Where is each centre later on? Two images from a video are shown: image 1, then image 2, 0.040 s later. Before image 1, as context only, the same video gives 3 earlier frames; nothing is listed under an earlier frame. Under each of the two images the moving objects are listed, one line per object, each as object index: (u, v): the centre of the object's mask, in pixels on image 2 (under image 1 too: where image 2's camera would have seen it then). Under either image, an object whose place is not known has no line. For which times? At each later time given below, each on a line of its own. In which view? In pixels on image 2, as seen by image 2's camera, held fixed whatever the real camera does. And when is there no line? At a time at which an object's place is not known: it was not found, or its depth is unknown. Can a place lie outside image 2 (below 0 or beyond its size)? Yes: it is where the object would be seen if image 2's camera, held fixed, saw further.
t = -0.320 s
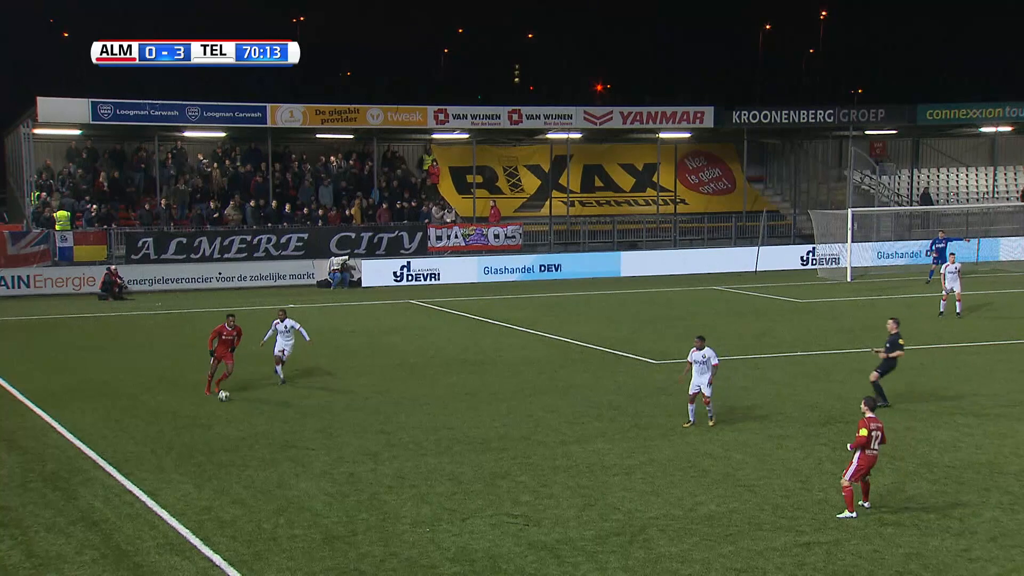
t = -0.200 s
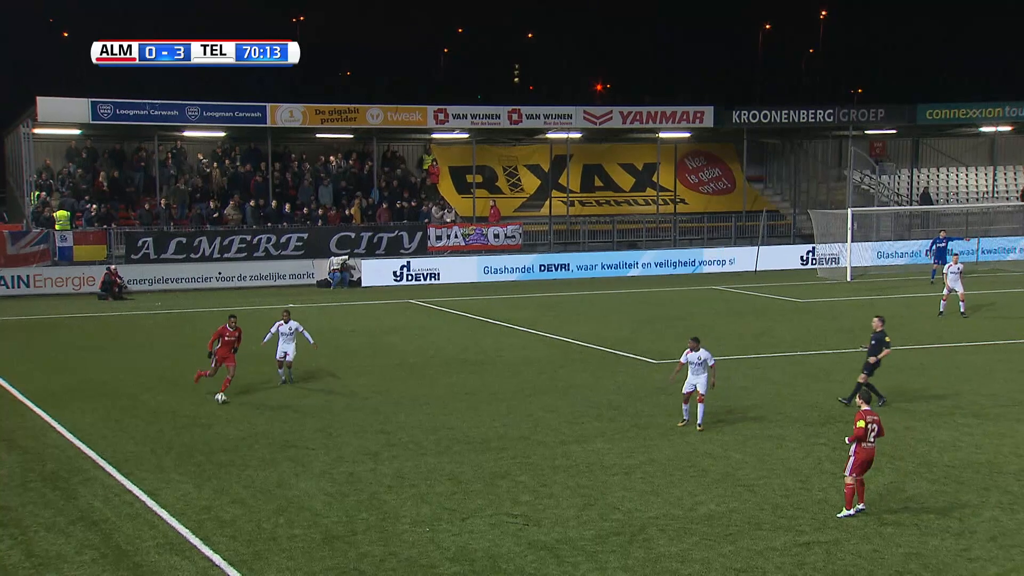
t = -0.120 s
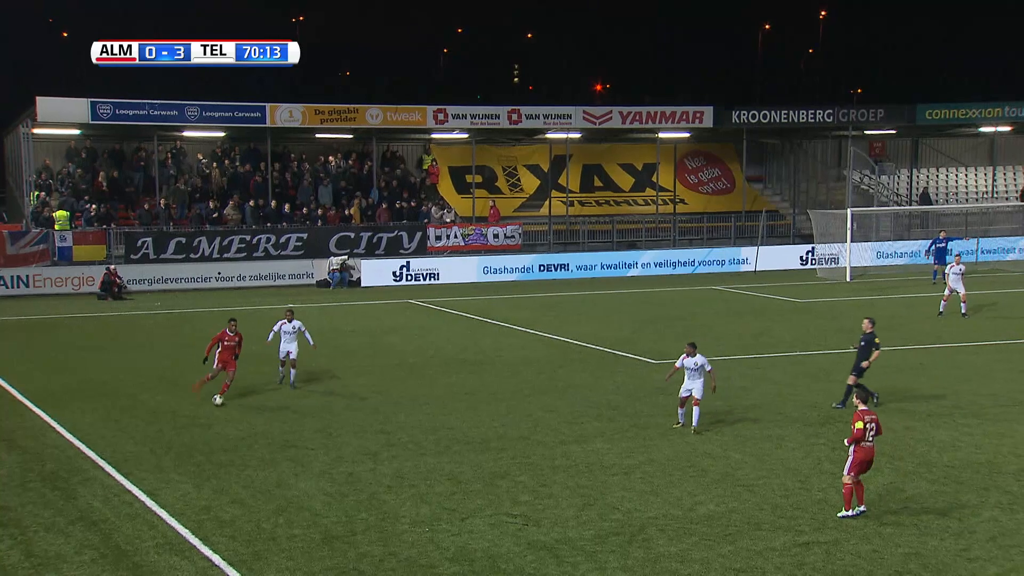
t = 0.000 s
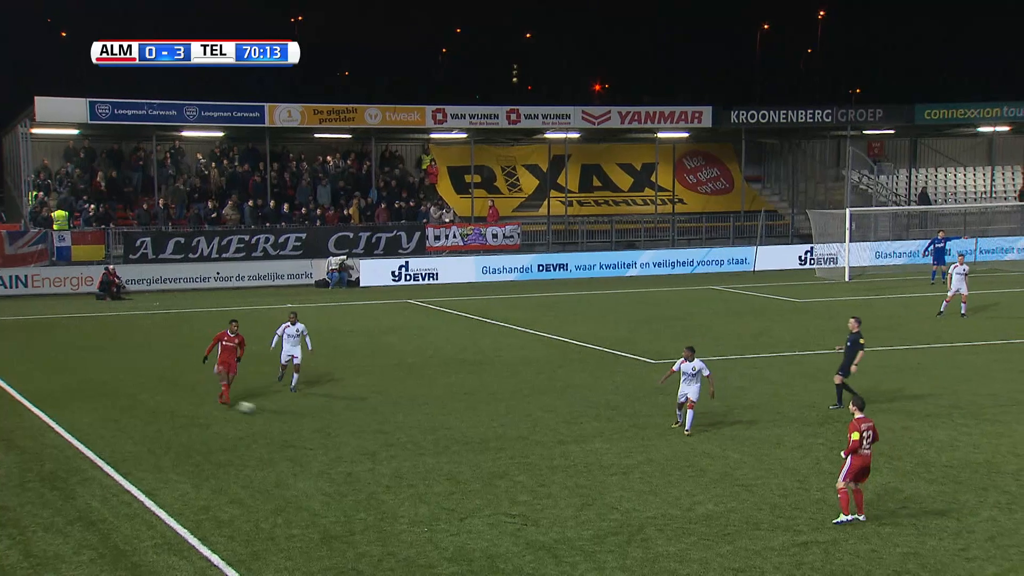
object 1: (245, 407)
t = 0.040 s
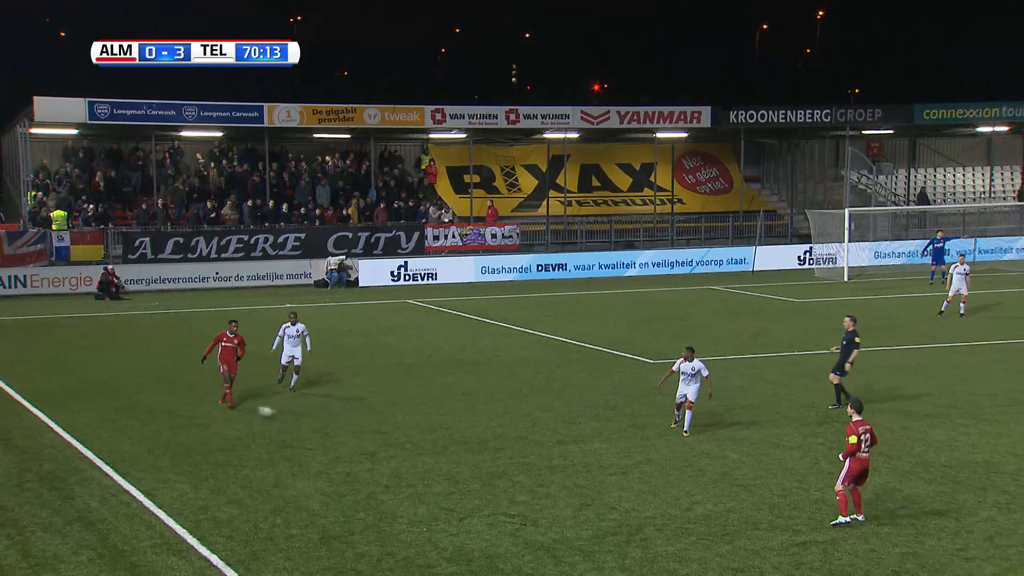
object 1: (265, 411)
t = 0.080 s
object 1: (287, 416)
